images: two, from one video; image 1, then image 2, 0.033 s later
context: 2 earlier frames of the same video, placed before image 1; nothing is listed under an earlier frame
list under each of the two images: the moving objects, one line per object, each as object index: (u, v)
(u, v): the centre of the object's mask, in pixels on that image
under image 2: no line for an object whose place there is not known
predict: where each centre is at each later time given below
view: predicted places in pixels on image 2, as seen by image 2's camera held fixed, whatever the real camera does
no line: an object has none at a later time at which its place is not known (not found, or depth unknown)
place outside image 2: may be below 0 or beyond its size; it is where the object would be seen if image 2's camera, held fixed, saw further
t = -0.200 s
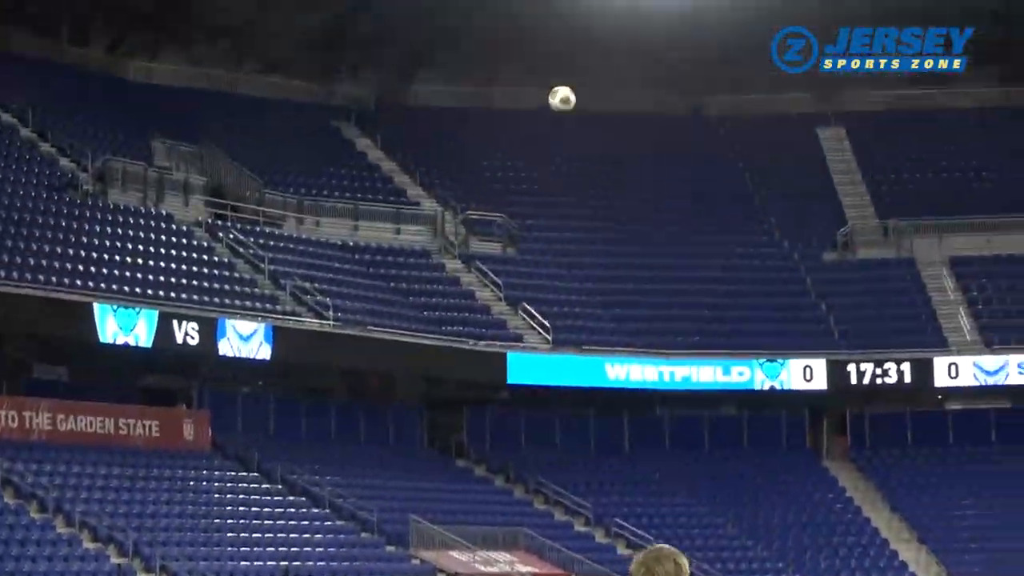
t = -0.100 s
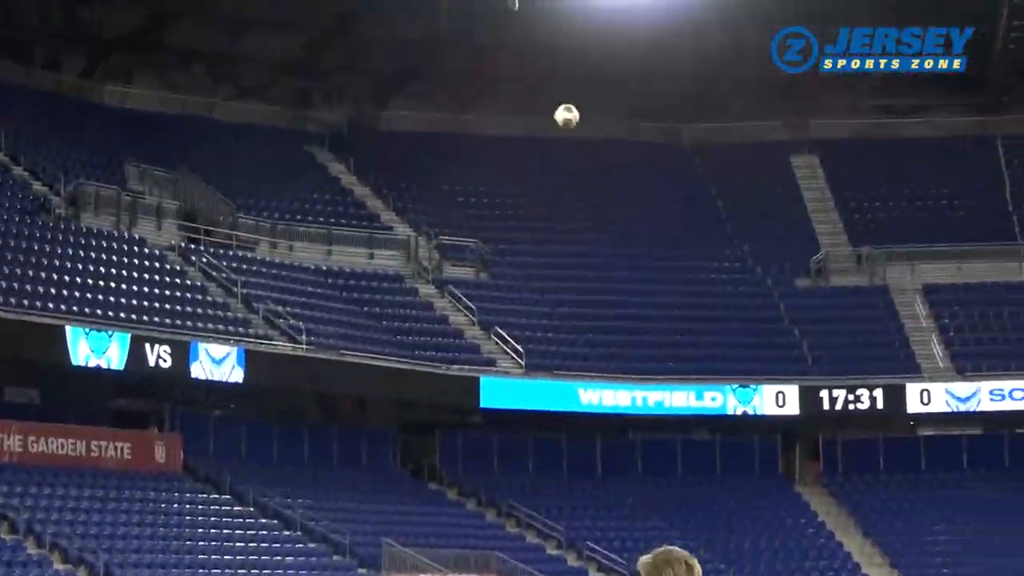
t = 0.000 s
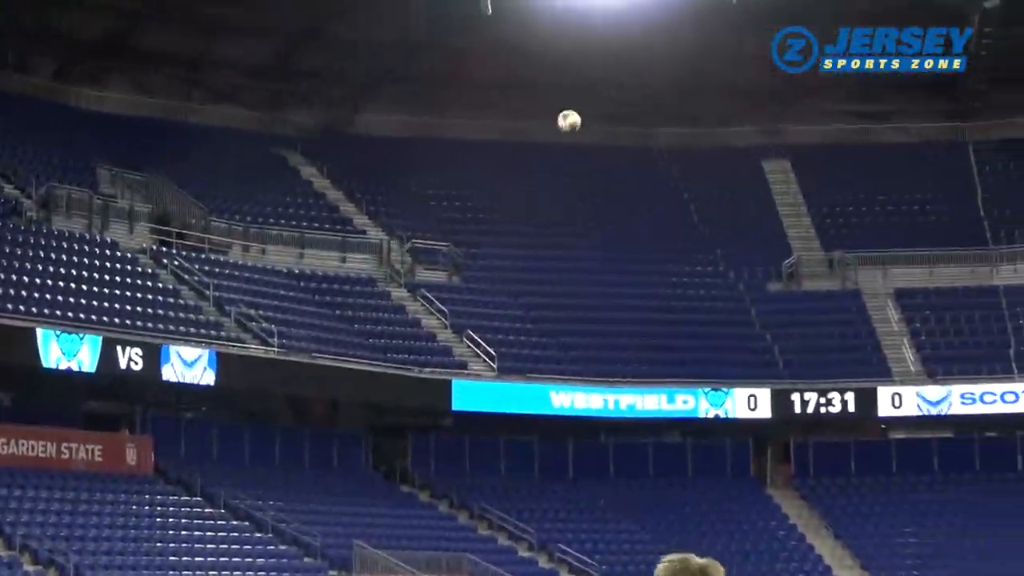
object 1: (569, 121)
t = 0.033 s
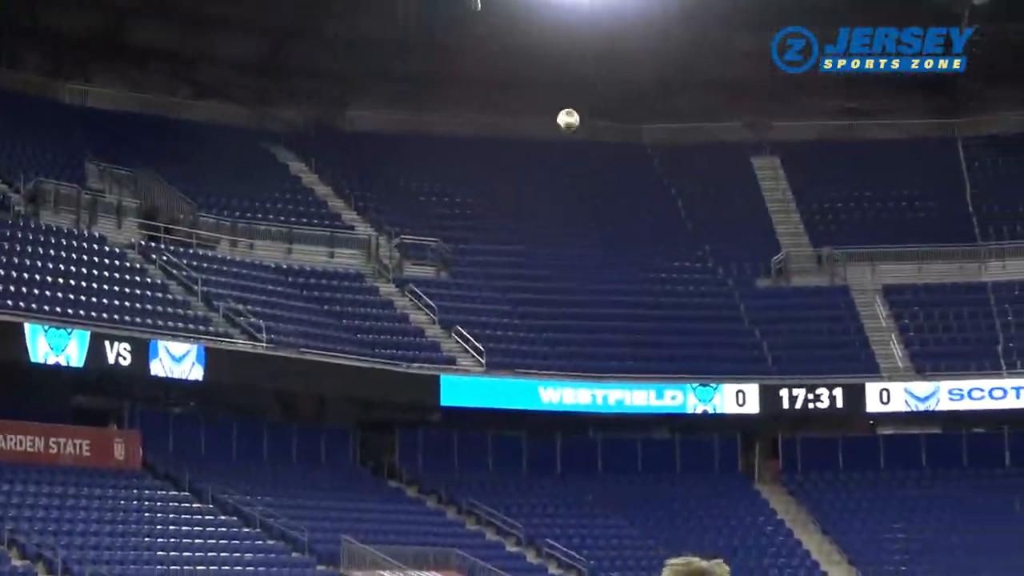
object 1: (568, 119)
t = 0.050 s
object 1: (572, 121)
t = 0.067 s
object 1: (577, 122)
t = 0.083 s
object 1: (582, 124)
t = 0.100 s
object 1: (586, 125)
